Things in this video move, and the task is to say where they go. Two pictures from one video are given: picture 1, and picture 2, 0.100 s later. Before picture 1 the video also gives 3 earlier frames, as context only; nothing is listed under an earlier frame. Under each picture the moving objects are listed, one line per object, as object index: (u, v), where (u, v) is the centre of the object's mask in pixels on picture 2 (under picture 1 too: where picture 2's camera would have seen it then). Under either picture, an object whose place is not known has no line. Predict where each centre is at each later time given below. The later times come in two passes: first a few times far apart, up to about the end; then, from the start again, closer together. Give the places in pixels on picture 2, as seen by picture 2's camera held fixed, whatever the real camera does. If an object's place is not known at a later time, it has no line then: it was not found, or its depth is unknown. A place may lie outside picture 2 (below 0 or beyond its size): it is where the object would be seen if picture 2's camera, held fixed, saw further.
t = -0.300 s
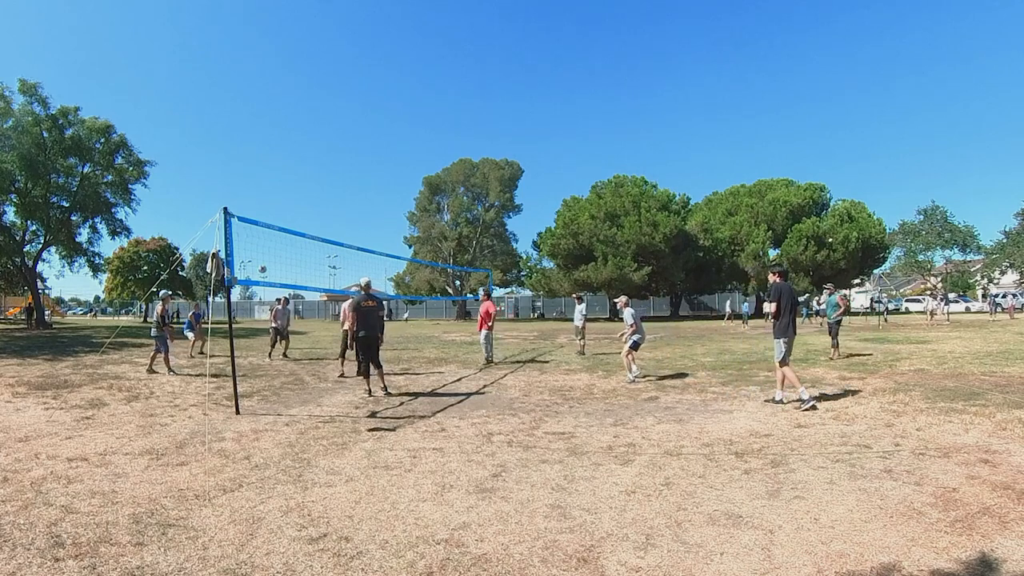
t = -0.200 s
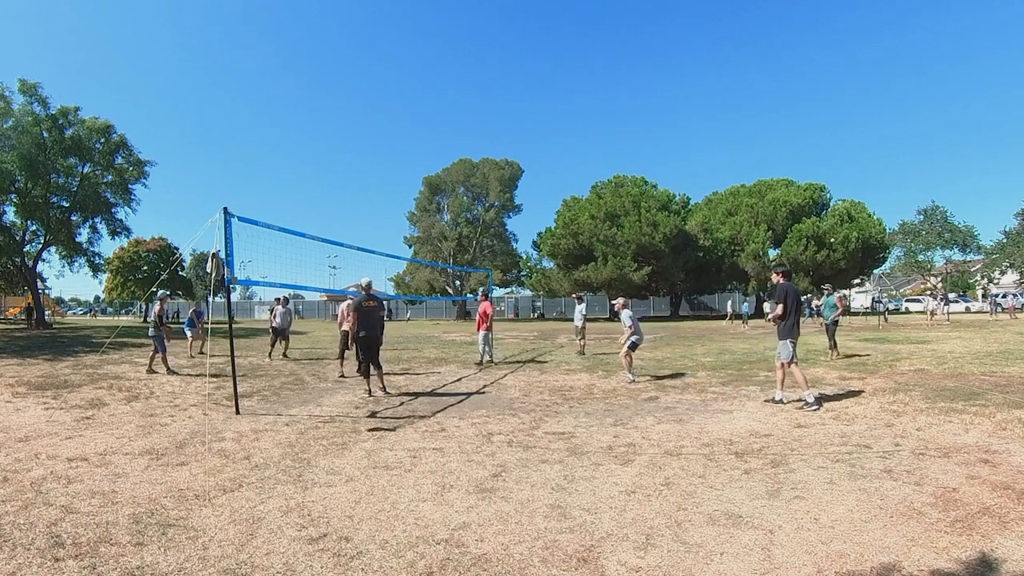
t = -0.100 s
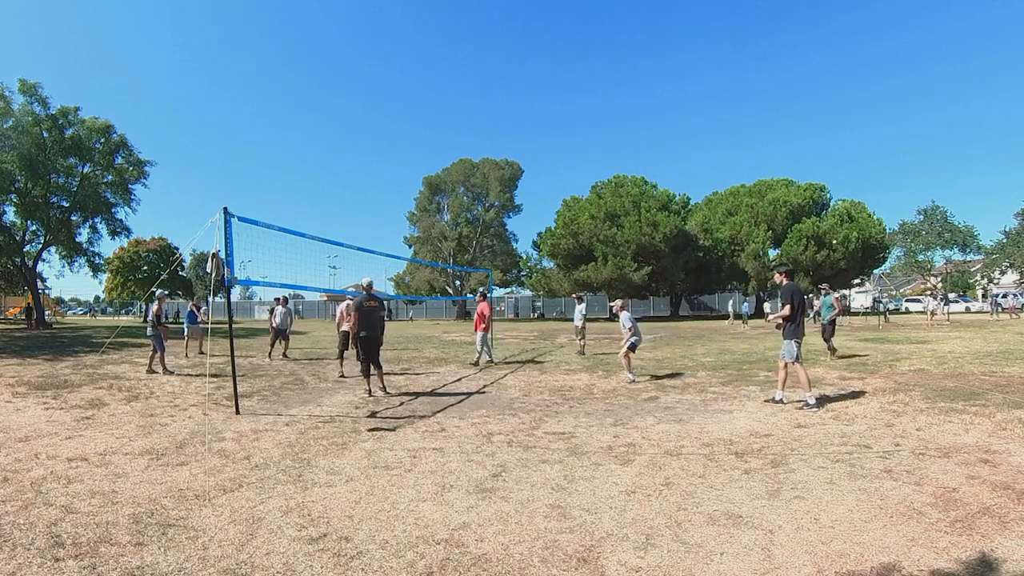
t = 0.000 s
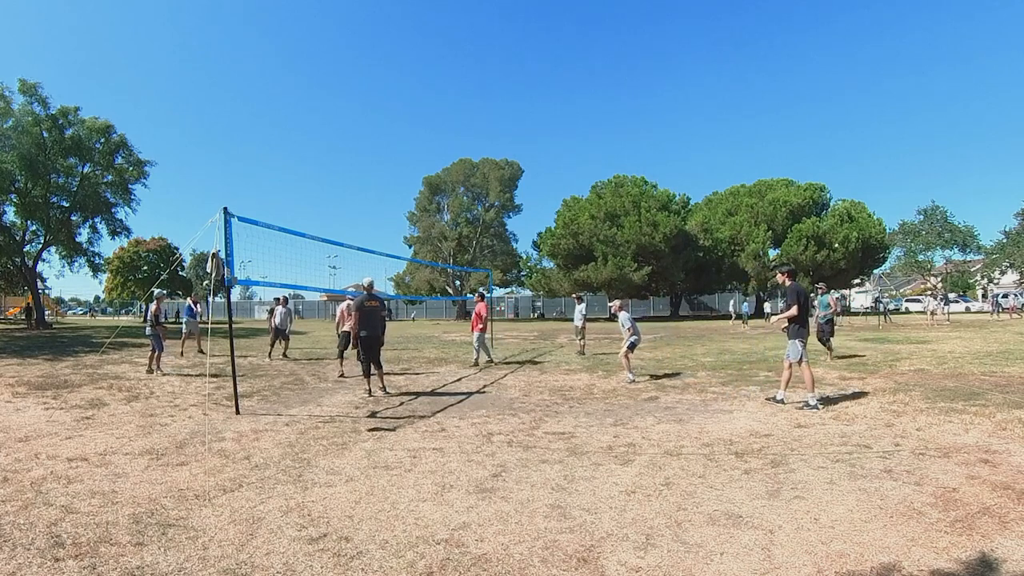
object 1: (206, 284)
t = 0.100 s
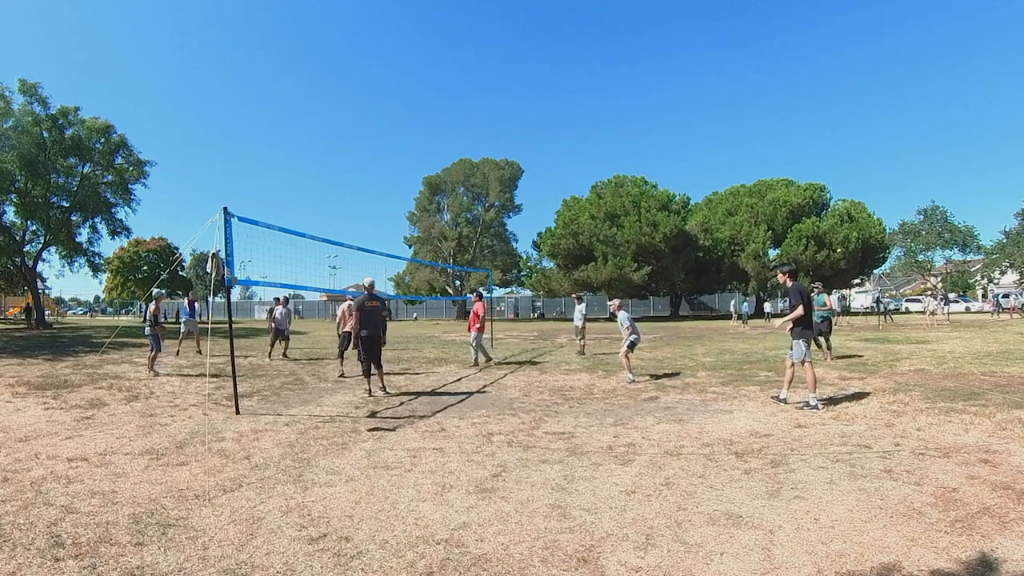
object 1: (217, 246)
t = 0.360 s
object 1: (229, 199)
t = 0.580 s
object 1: (243, 172)
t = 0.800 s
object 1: (257, 163)
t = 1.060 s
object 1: (272, 175)
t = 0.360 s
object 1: (229, 199)
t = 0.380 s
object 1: (231, 196)
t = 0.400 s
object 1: (232, 193)
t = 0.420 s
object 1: (233, 190)
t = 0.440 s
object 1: (235, 187)
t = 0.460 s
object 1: (236, 184)
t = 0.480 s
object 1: (237, 181)
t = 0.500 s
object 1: (238, 179)
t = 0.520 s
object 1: (239, 177)
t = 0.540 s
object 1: (241, 175)
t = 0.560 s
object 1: (242, 173)
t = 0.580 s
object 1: (243, 172)
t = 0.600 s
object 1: (244, 170)
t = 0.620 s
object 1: (246, 168)
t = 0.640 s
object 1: (247, 167)
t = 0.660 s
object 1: (248, 166)
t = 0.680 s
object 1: (249, 165)
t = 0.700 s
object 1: (251, 164)
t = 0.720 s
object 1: (252, 164)
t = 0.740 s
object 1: (253, 163)
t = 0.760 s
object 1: (254, 163)
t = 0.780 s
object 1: (255, 162)
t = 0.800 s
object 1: (257, 163)
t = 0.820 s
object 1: (258, 162)
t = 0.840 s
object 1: (259, 162)
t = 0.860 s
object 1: (260, 163)
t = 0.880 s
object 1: (262, 164)
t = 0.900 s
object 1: (263, 164)
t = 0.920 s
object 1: (264, 165)
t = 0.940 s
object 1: (265, 166)
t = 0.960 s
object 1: (266, 167)
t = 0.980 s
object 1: (267, 168)
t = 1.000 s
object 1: (269, 170)
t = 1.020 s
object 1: (270, 171)
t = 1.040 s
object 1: (271, 173)
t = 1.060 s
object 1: (272, 175)
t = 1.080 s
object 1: (273, 177)
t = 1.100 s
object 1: (274, 179)
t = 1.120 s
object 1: (276, 182)
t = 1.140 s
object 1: (277, 184)
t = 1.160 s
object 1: (278, 187)
